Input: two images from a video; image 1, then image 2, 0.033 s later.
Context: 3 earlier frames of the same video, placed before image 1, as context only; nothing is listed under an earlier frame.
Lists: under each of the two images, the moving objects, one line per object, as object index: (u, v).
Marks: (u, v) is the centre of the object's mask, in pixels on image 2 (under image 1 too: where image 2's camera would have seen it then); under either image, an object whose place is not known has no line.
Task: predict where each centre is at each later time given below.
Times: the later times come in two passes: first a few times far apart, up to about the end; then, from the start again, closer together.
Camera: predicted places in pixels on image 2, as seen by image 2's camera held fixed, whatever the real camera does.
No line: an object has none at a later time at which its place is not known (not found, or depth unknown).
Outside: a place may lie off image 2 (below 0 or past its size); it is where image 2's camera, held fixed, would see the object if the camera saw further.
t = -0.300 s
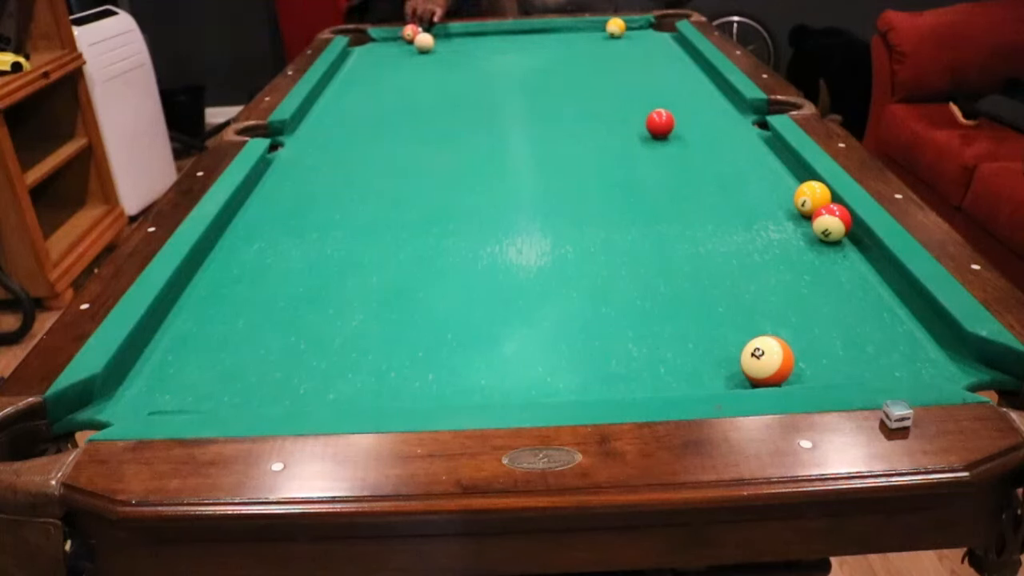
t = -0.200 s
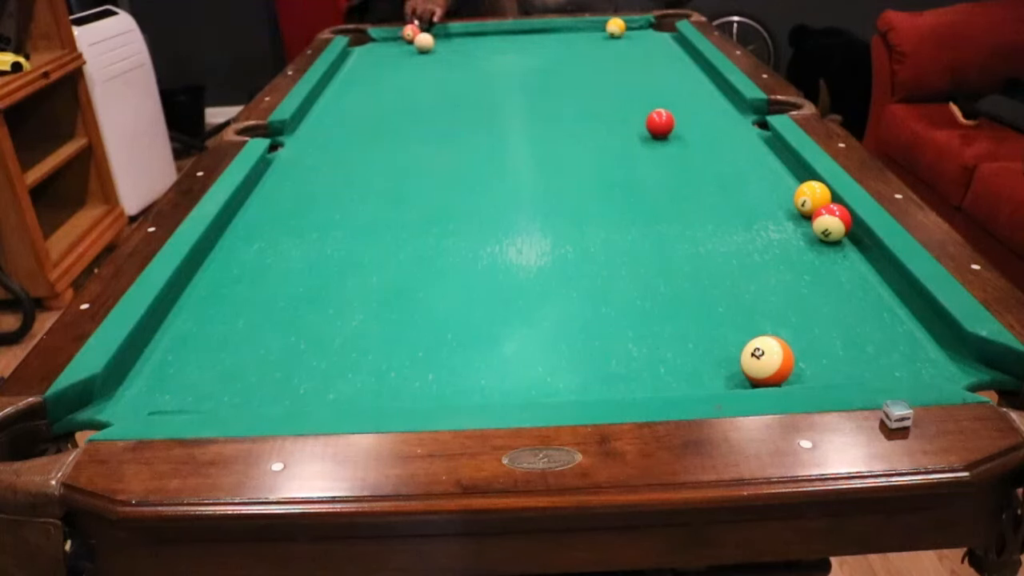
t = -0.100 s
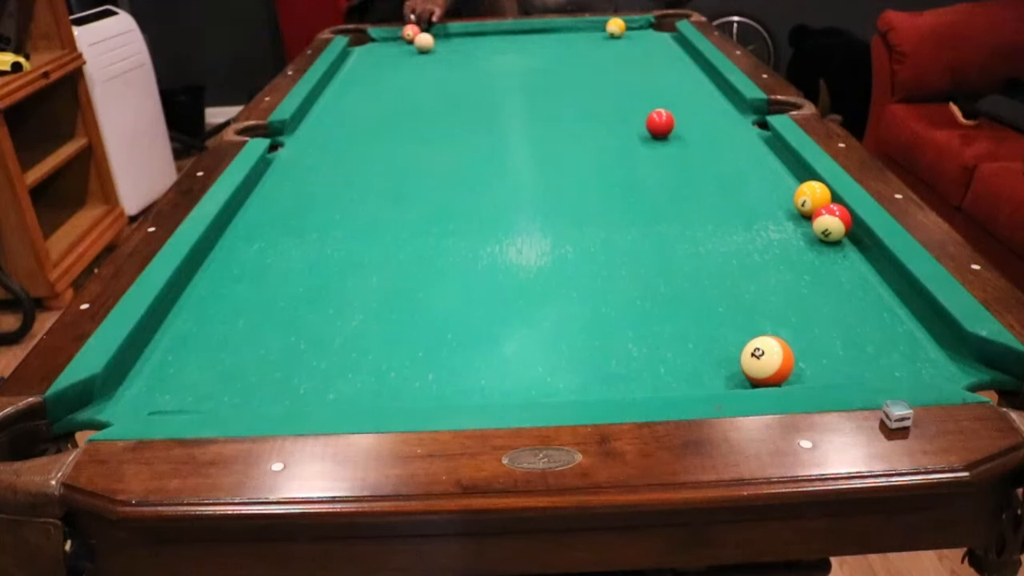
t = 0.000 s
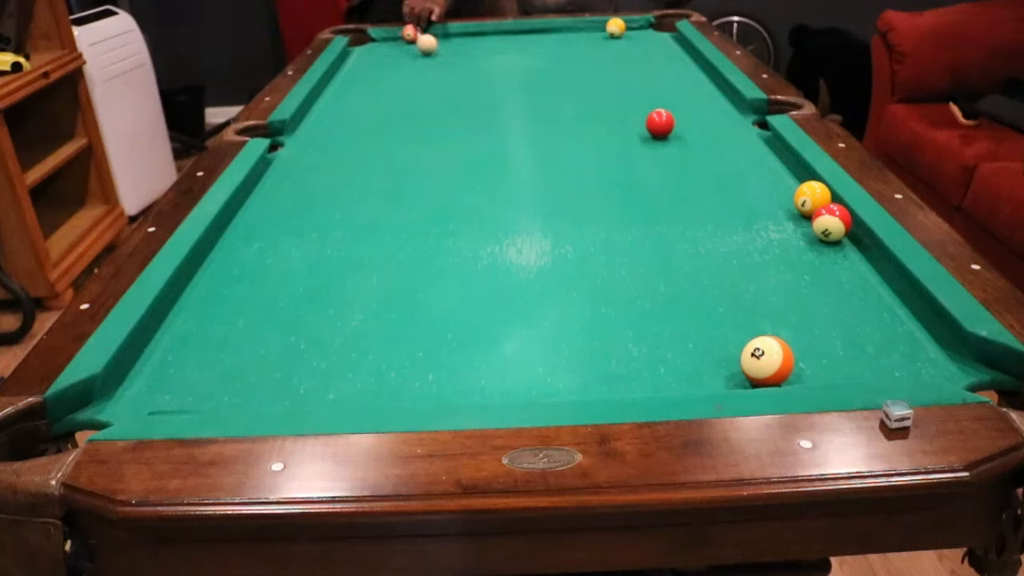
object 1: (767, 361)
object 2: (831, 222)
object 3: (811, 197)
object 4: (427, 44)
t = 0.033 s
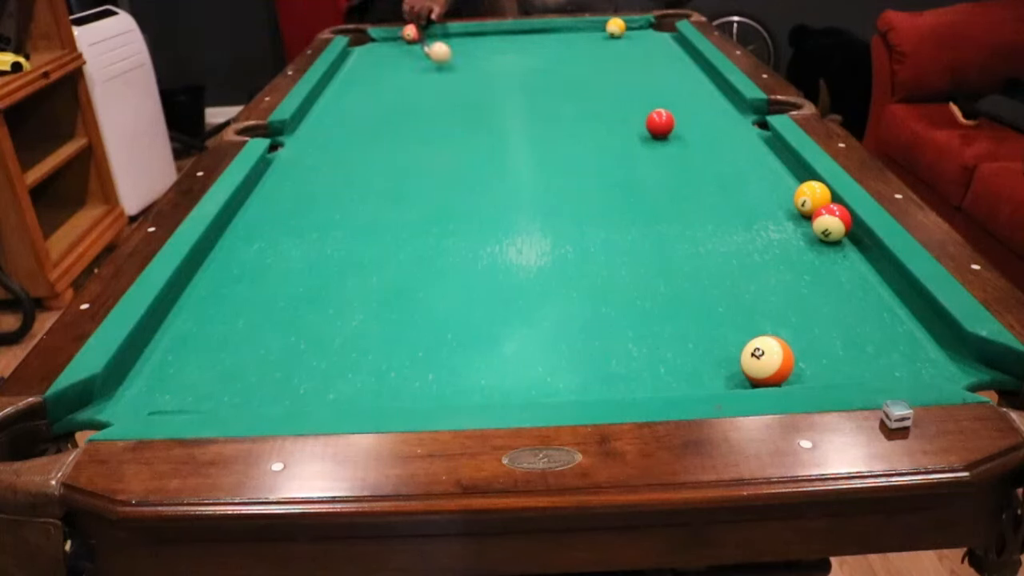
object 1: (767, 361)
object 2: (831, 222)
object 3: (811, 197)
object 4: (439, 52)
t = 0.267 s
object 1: (767, 361)
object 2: (831, 222)
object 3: (811, 197)
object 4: (612, 219)
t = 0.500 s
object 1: (836, 267)
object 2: (831, 222)
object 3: (811, 197)
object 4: (679, 369)
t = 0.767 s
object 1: (801, 219)
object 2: (834, 210)
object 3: (771, 152)
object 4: (591, 368)
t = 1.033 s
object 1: (734, 193)
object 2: (828, 210)
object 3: (734, 110)
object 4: (515, 354)
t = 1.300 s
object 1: (679, 171)
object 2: (827, 209)
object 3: (707, 79)
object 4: (451, 340)
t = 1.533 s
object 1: (638, 155)
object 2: (827, 209)
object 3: (688, 58)
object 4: (405, 329)
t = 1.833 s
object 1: (595, 137)
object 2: (827, 209)
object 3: (670, 36)
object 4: (357, 314)
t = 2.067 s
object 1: (568, 125)
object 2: (827, 209)
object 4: (328, 303)
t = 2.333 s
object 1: (541, 113)
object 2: (827, 209)
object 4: (303, 292)
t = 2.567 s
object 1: (520, 105)
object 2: (827, 209)
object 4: (286, 282)
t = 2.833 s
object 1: (500, 96)
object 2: (827, 209)
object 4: (272, 273)
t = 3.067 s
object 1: (486, 89)
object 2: (827, 209)
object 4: (263, 265)
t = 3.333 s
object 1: (472, 82)
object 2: (827, 209)
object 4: (257, 257)
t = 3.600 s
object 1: (460, 76)
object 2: (827, 209)
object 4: (254, 251)
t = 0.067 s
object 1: (767, 361)
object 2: (831, 222)
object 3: (811, 197)
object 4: (454, 67)
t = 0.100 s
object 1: (767, 361)
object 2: (831, 222)
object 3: (811, 197)
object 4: (472, 87)
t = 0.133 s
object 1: (767, 361)
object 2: (831, 222)
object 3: (811, 197)
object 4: (492, 105)
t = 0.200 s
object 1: (767, 361)
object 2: (831, 222)
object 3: (811, 197)
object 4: (542, 153)
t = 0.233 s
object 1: (767, 361)
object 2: (831, 222)
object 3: (811, 197)
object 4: (574, 183)
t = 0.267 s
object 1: (767, 361)
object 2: (831, 222)
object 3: (811, 197)
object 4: (612, 219)
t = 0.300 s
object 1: (767, 361)
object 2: (831, 222)
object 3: (811, 197)
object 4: (659, 263)
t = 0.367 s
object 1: (801, 362)
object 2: (831, 222)
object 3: (811, 197)
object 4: (725, 341)
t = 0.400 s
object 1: (812, 334)
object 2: (831, 222)
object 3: (811, 197)
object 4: (712, 347)
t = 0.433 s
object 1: (821, 311)
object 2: (831, 222)
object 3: (811, 197)
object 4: (700, 354)
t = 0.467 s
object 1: (829, 288)
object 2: (831, 222)
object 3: (811, 197)
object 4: (689, 362)
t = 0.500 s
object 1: (836, 267)
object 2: (831, 222)
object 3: (811, 197)
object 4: (679, 369)
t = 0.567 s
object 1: (849, 238)
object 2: (827, 216)
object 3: (810, 196)
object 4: (660, 377)
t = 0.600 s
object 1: (853, 236)
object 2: (826, 212)
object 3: (805, 190)
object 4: (647, 375)
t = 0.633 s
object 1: (840, 234)
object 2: (825, 208)
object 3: (798, 182)
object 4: (635, 373)
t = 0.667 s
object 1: (829, 231)
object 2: (828, 205)
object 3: (790, 173)
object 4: (623, 371)
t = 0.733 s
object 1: (809, 223)
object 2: (835, 209)
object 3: (776, 158)
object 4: (602, 369)
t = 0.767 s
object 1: (801, 219)
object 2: (834, 210)
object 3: (771, 152)
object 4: (591, 368)
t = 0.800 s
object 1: (792, 216)
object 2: (832, 210)
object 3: (765, 146)
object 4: (582, 366)
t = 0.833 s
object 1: (783, 212)
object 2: (831, 210)
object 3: (760, 140)
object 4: (572, 364)
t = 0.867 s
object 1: (774, 209)
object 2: (830, 210)
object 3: (756, 134)
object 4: (562, 362)
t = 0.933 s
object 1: (757, 202)
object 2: (829, 210)
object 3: (746, 124)
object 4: (542, 359)
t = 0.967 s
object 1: (749, 199)
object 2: (829, 210)
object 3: (742, 119)
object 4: (533, 357)
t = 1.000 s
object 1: (742, 196)
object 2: (828, 210)
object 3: (738, 115)
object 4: (524, 356)
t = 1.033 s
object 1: (734, 193)
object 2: (828, 210)
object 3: (734, 110)
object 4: (515, 354)
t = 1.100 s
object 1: (719, 187)
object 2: (828, 209)
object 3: (726, 102)
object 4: (498, 350)
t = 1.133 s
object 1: (712, 184)
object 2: (827, 209)
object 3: (723, 98)
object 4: (490, 349)
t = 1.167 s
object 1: (705, 181)
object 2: (827, 209)
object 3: (720, 94)
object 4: (482, 347)
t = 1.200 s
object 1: (698, 178)
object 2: (827, 209)
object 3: (716, 90)
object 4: (474, 345)
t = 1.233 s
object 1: (692, 176)
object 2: (827, 209)
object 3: (713, 86)
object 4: (466, 344)
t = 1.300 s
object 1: (679, 171)
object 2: (827, 209)
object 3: (707, 79)
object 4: (451, 340)
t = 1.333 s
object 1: (673, 168)
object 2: (827, 209)
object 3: (704, 76)
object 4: (444, 339)
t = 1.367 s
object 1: (667, 166)
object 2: (827, 209)
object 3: (701, 73)
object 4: (437, 337)
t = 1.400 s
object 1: (661, 164)
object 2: (827, 209)
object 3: (698, 70)
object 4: (431, 335)
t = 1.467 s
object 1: (649, 159)
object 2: (827, 209)
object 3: (693, 63)
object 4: (418, 332)
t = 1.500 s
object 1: (644, 157)
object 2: (827, 209)
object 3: (691, 61)
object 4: (411, 330)
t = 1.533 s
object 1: (638, 155)
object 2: (827, 209)
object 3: (688, 58)
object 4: (405, 329)
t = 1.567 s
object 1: (634, 152)
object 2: (827, 209)
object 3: (686, 55)
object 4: (399, 327)
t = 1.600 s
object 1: (628, 150)
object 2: (827, 209)
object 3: (684, 53)
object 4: (394, 325)
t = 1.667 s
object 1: (619, 146)
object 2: (827, 209)
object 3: (679, 48)
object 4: (382, 322)
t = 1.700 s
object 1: (614, 144)
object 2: (827, 209)
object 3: (677, 45)
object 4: (377, 321)
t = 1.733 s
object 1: (609, 143)
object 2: (827, 209)
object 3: (675, 43)
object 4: (372, 319)
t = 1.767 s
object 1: (604, 140)
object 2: (827, 209)
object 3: (674, 41)
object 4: (367, 317)
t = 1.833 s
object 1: (595, 137)
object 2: (827, 209)
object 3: (670, 36)
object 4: (357, 314)
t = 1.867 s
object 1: (592, 135)
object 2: (827, 209)
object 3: (668, 34)
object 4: (352, 313)
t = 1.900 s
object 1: (587, 133)
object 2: (827, 209)
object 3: (666, 32)
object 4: (348, 311)
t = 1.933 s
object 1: (583, 131)
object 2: (827, 209)
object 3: (664, 30)
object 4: (344, 310)
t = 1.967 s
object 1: (579, 130)
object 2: (827, 209)
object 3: (663, 28)
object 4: (340, 308)
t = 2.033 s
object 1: (572, 127)
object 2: (827, 209)
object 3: (660, 24)
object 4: (332, 305)
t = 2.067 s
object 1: (568, 125)
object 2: (827, 209)
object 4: (328, 303)
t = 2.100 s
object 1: (564, 124)
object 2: (827, 209)
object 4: (325, 301)
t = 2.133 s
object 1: (560, 122)
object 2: (827, 209)
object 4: (321, 300)
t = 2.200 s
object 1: (554, 119)
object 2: (827, 209)
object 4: (315, 297)
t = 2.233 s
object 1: (550, 117)
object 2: (827, 209)
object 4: (312, 296)
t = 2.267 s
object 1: (547, 116)
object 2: (827, 209)
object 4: (309, 294)
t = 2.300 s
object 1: (544, 115)
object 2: (827, 209)
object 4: (306, 293)
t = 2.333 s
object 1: (541, 113)
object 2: (827, 209)
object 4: (303, 292)
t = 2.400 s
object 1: (534, 111)
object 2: (827, 209)
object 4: (297, 289)
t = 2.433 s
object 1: (532, 110)
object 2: (827, 209)
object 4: (295, 288)
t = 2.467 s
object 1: (529, 109)
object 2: (827, 209)
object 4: (293, 286)
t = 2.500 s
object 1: (526, 107)
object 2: (827, 209)
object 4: (290, 285)
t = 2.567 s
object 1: (520, 105)
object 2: (827, 209)
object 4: (286, 282)
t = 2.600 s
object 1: (518, 103)
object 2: (827, 209)
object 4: (284, 281)
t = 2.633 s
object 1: (514, 102)
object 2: (827, 209)
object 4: (282, 280)
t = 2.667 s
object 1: (512, 101)
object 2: (827, 209)
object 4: (280, 278)
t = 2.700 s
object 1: (510, 100)
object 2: (827, 209)
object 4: (279, 277)
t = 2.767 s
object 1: (505, 98)
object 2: (827, 209)
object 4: (275, 275)
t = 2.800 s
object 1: (503, 97)
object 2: (827, 209)
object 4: (274, 274)
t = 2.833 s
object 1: (500, 96)
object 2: (827, 209)
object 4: (272, 273)
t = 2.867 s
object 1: (498, 94)
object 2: (827, 209)
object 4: (271, 271)
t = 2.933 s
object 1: (494, 93)
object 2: (827, 209)
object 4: (268, 269)
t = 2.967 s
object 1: (492, 92)
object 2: (827, 209)
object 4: (267, 268)
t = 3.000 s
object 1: (490, 91)
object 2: (827, 209)
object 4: (266, 267)
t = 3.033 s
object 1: (487, 90)
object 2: (827, 209)
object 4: (265, 266)
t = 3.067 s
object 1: (486, 89)
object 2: (827, 209)
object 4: (263, 265)
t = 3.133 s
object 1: (482, 87)
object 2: (827, 209)
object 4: (261, 263)
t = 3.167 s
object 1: (480, 86)
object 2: (827, 209)
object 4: (261, 262)
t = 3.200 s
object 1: (478, 85)
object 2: (827, 209)
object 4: (260, 261)
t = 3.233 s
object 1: (477, 84)
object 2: (827, 209)
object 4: (259, 260)
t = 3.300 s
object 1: (474, 83)
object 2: (827, 209)
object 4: (257, 258)
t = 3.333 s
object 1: (472, 82)
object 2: (827, 209)
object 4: (257, 257)
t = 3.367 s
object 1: (470, 81)
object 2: (827, 209)
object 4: (257, 256)
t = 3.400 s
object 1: (469, 80)
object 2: (827, 209)
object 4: (256, 256)
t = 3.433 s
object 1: (467, 80)
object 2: (827, 209)
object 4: (255, 255)
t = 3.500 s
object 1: (464, 78)
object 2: (827, 209)
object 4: (255, 253)
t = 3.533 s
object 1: (463, 78)
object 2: (827, 209)
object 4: (254, 253)
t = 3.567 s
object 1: (461, 77)
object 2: (827, 209)
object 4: (254, 252)
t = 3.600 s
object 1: (460, 76)
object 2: (827, 209)
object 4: (254, 251)
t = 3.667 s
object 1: (457, 74)
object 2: (827, 209)
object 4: (253, 250)
